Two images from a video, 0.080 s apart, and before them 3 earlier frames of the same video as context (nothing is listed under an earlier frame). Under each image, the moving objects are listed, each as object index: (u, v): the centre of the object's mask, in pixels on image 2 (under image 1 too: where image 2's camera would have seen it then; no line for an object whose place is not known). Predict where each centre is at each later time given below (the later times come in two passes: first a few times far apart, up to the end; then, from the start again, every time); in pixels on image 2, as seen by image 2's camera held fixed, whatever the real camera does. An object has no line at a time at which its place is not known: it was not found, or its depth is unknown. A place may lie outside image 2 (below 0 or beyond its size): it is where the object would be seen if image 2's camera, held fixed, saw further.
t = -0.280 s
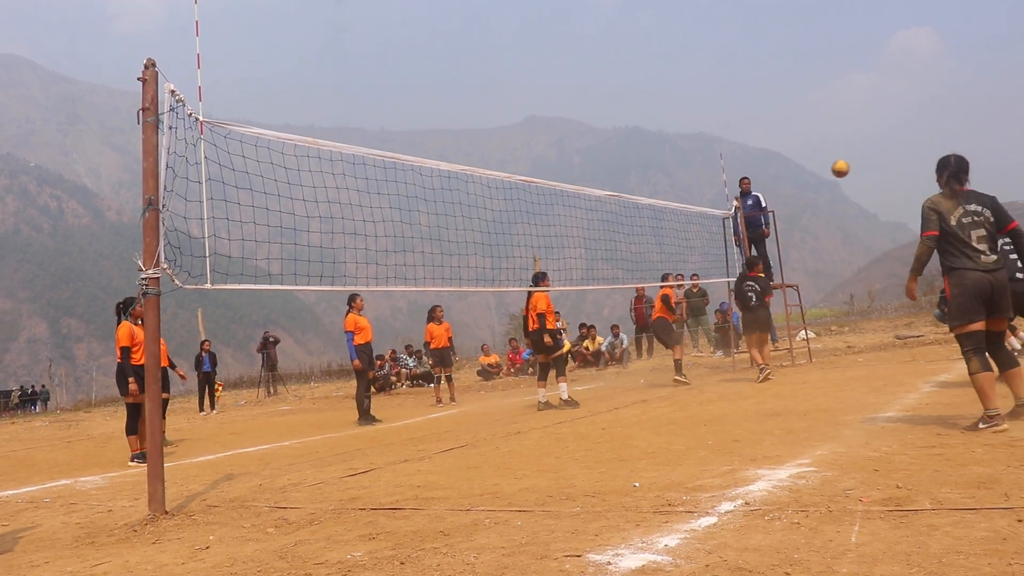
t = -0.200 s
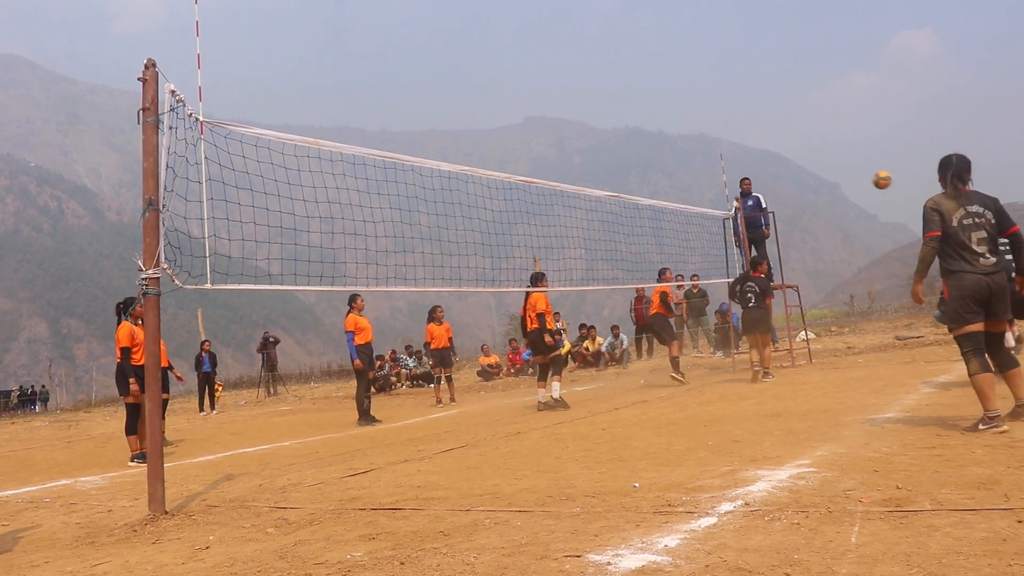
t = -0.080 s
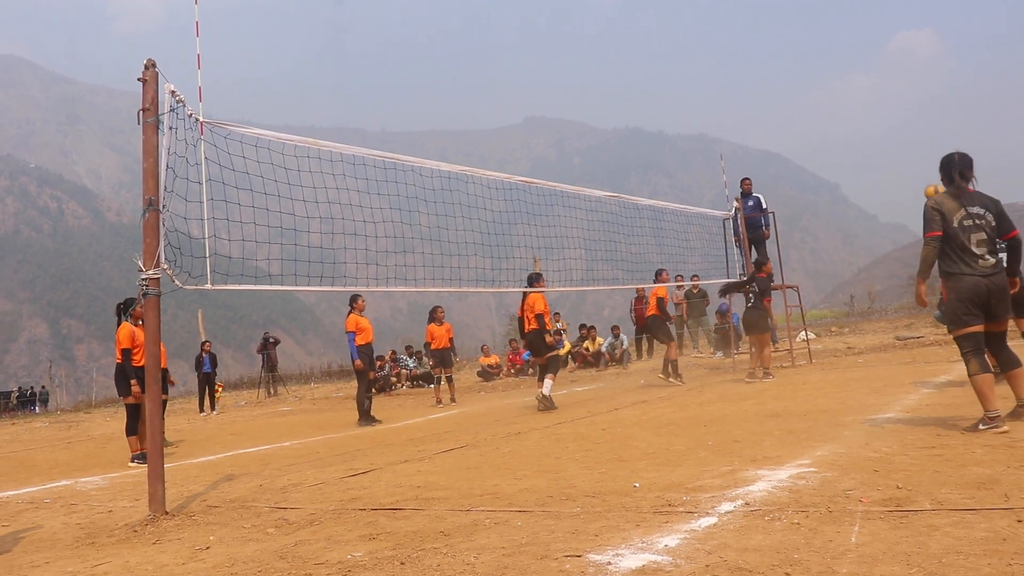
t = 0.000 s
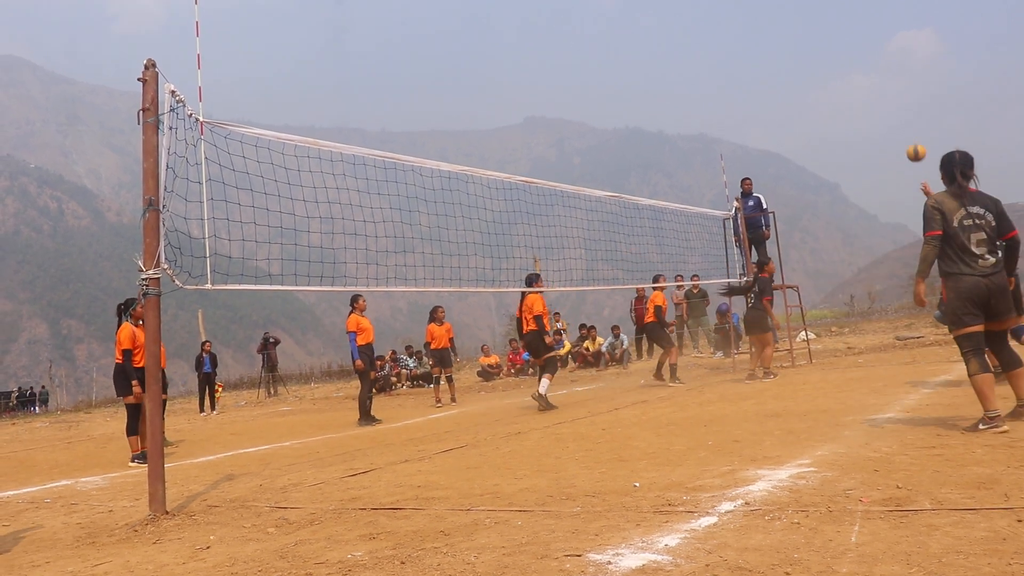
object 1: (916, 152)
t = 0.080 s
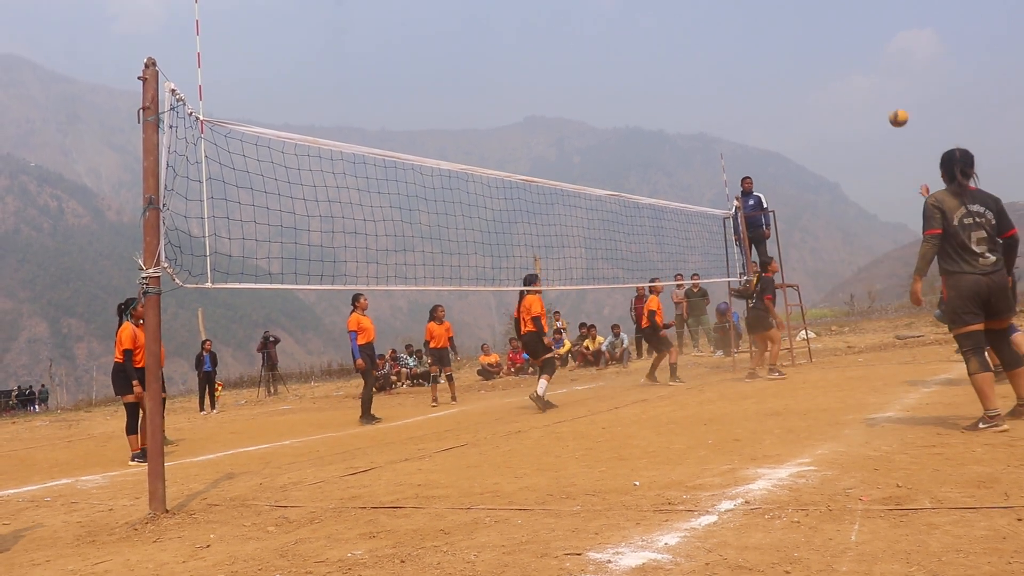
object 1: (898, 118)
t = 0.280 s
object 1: (858, 60)
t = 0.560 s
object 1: (814, 37)
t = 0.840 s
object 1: (783, 77)
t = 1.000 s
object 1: (771, 128)
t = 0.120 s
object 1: (890, 104)
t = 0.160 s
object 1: (882, 90)
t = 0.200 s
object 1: (874, 78)
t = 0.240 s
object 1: (866, 68)
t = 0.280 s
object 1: (858, 60)
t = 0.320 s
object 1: (851, 52)
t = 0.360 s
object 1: (844, 47)
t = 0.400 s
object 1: (838, 42)
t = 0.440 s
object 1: (831, 39)
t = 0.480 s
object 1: (826, 37)
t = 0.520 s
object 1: (820, 36)
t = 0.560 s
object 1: (814, 37)
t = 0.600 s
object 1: (809, 39)
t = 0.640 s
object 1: (804, 42)
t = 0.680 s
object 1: (799, 47)
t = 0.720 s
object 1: (795, 52)
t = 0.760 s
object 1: (791, 60)
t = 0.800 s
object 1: (787, 68)
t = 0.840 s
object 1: (783, 77)
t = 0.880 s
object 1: (779, 88)
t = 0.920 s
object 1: (776, 100)
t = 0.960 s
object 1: (773, 113)
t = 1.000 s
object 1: (771, 128)
